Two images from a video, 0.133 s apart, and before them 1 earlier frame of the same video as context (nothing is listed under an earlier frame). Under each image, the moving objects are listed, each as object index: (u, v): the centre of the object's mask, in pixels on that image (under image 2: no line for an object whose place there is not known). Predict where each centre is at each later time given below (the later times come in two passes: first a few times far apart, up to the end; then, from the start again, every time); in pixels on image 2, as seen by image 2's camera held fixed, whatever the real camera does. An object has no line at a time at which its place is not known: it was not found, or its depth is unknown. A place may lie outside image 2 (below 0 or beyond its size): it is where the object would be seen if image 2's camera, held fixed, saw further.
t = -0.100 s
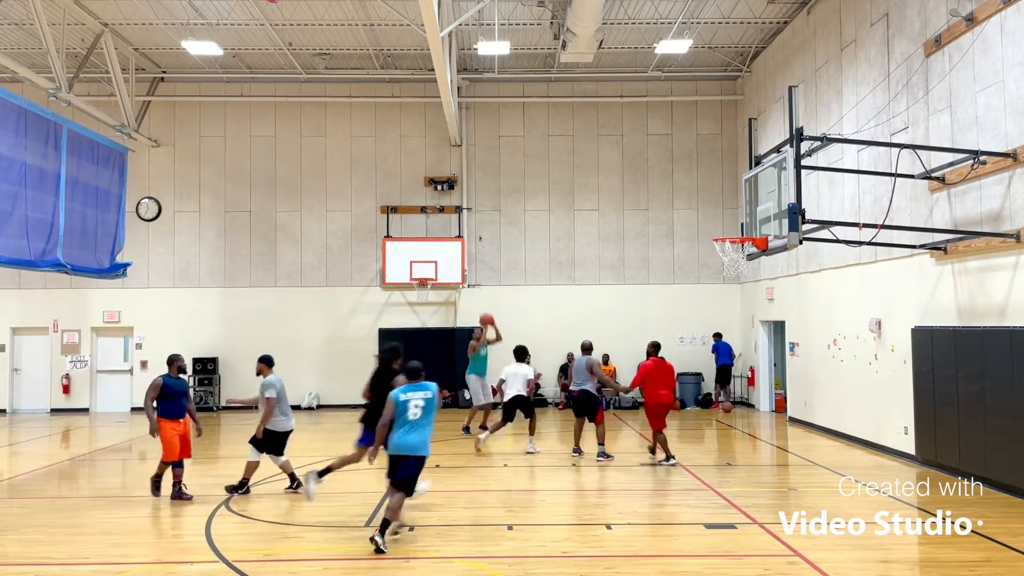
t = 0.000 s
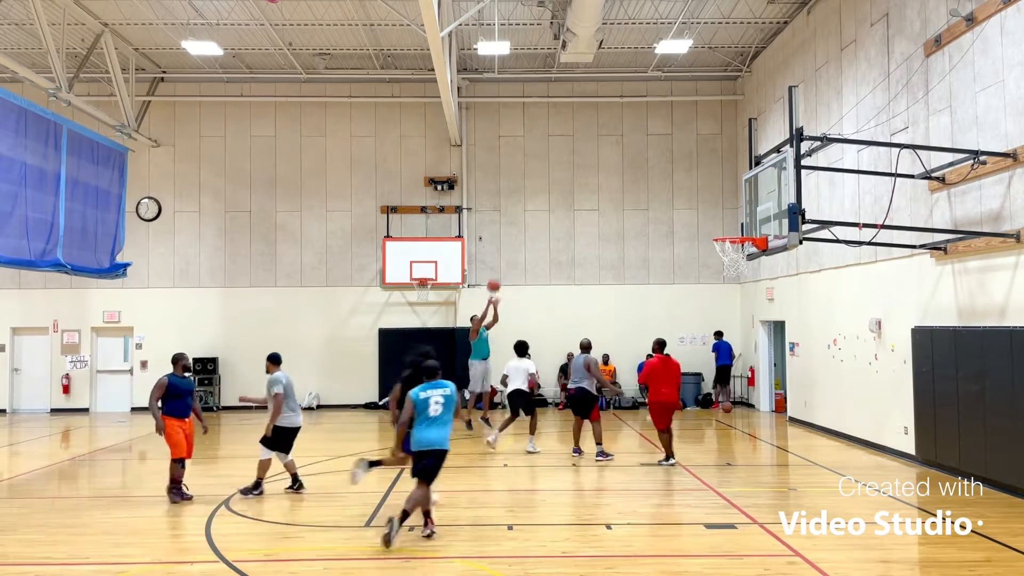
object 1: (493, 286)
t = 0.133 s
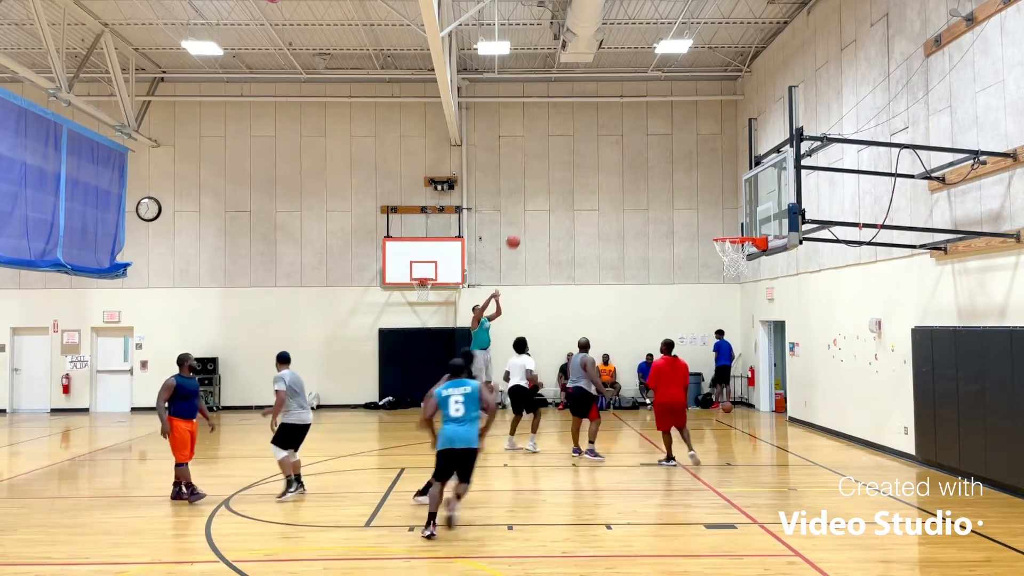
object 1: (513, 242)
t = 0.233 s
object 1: (528, 214)
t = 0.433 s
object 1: (561, 171)
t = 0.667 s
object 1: (605, 149)
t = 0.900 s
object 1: (656, 162)
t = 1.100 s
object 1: (706, 207)
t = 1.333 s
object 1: (733, 251)
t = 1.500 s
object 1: (716, 264)
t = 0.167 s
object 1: (518, 232)
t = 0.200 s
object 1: (523, 223)
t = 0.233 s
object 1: (528, 214)
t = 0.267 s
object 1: (534, 205)
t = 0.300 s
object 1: (539, 196)
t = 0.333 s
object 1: (544, 189)
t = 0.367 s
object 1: (550, 183)
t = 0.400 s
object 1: (556, 177)
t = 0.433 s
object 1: (561, 171)
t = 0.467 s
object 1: (567, 166)
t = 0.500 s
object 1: (573, 161)
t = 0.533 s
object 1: (579, 157)
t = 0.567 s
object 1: (586, 154)
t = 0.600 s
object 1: (592, 152)
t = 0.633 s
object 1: (599, 150)
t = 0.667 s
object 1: (605, 149)
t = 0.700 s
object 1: (612, 148)
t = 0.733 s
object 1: (619, 148)
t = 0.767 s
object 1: (626, 149)
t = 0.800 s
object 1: (633, 151)
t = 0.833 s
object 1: (640, 154)
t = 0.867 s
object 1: (648, 157)
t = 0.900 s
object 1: (656, 162)
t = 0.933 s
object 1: (664, 167)
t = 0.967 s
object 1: (672, 173)
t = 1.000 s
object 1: (680, 180)
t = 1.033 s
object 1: (689, 188)
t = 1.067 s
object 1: (698, 198)
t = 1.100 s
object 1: (706, 207)
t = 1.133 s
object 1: (715, 219)
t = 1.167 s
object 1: (725, 230)
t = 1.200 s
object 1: (734, 232)
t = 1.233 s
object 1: (743, 242)
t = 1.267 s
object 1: (740, 246)
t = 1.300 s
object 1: (737, 248)
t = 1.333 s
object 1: (733, 251)
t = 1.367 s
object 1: (729, 254)
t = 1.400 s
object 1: (724, 258)
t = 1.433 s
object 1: (721, 259)
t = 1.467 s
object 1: (718, 262)
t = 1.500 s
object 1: (716, 264)
